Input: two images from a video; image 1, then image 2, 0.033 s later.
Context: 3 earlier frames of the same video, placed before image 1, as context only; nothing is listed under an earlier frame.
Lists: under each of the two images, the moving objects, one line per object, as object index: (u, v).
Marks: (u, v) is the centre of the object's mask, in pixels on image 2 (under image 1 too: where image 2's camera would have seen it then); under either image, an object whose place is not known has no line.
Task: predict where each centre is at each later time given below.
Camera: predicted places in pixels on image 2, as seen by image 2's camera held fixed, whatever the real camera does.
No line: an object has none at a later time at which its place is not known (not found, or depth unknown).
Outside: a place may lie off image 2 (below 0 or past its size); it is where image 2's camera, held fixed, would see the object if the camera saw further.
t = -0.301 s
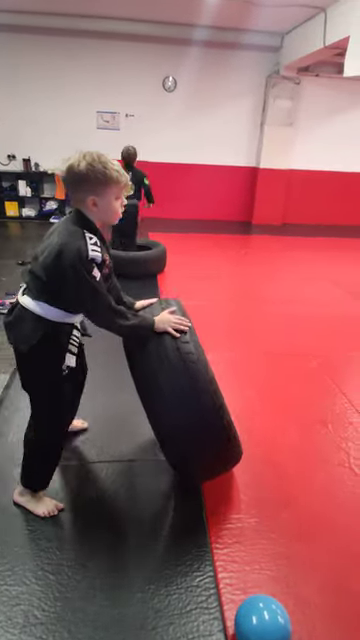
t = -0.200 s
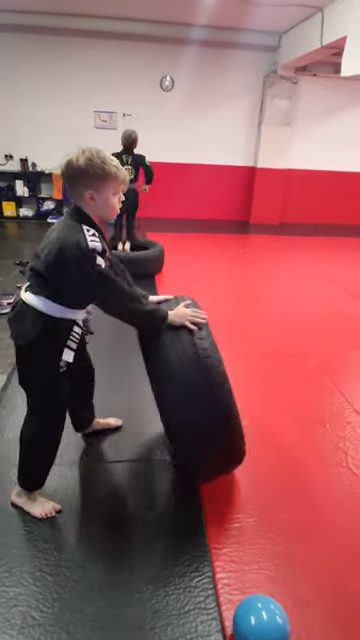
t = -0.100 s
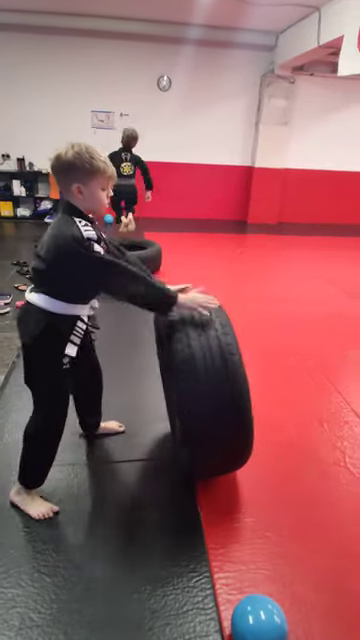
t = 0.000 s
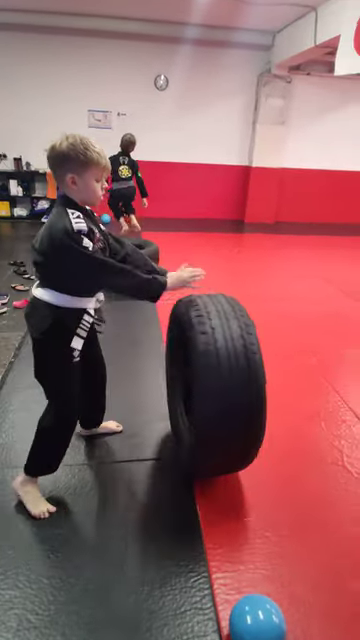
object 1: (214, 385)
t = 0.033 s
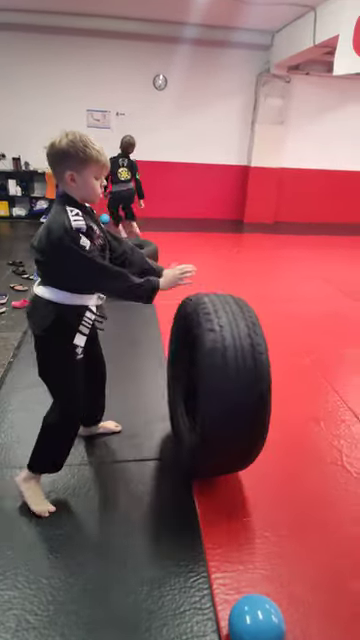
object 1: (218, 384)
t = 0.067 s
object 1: (222, 384)
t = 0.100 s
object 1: (226, 383)
